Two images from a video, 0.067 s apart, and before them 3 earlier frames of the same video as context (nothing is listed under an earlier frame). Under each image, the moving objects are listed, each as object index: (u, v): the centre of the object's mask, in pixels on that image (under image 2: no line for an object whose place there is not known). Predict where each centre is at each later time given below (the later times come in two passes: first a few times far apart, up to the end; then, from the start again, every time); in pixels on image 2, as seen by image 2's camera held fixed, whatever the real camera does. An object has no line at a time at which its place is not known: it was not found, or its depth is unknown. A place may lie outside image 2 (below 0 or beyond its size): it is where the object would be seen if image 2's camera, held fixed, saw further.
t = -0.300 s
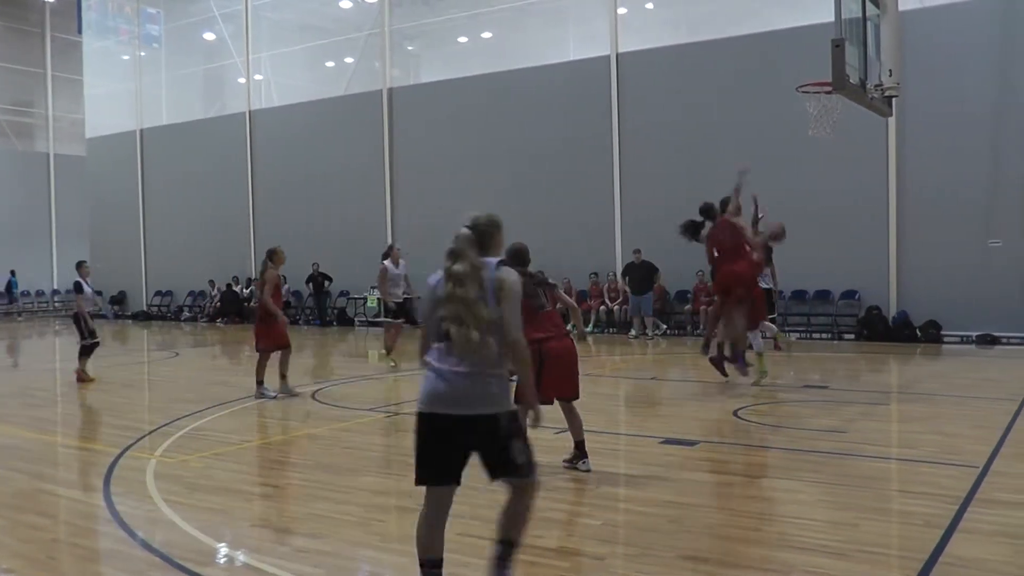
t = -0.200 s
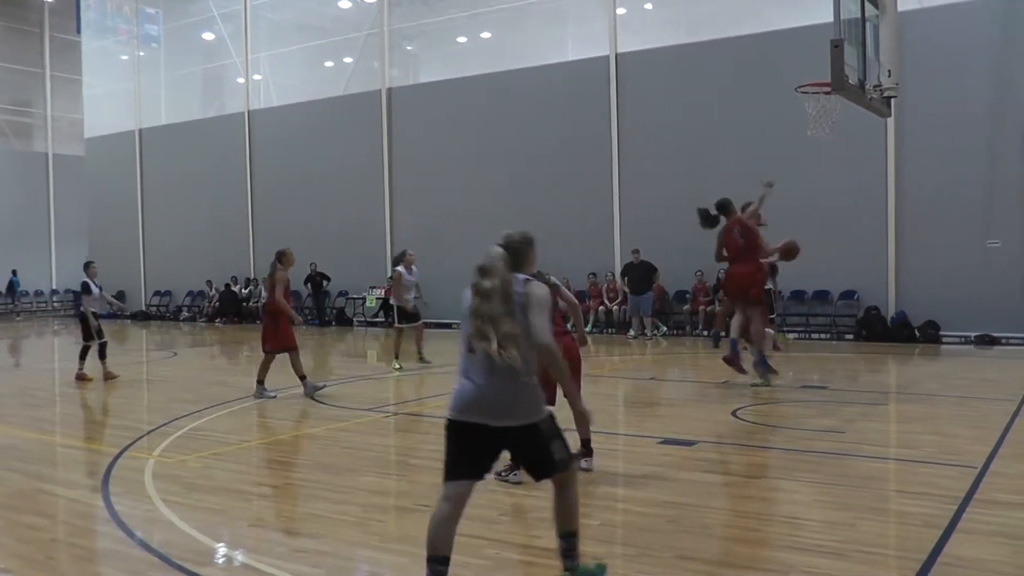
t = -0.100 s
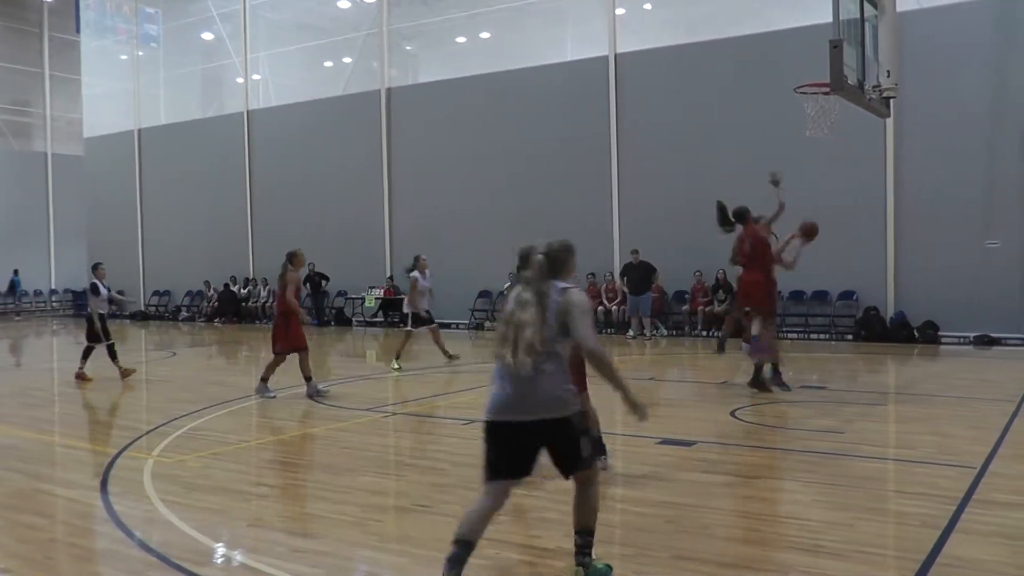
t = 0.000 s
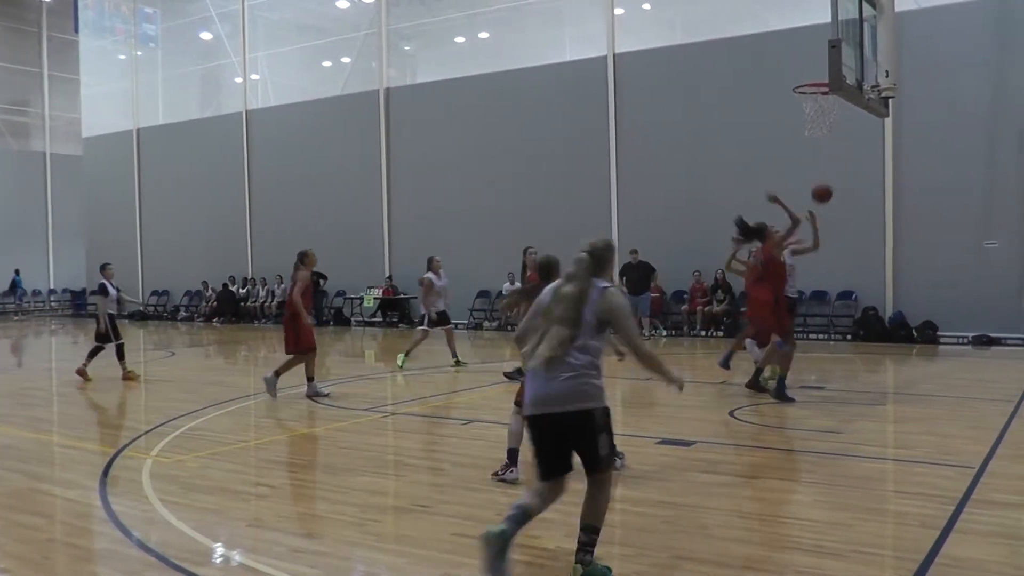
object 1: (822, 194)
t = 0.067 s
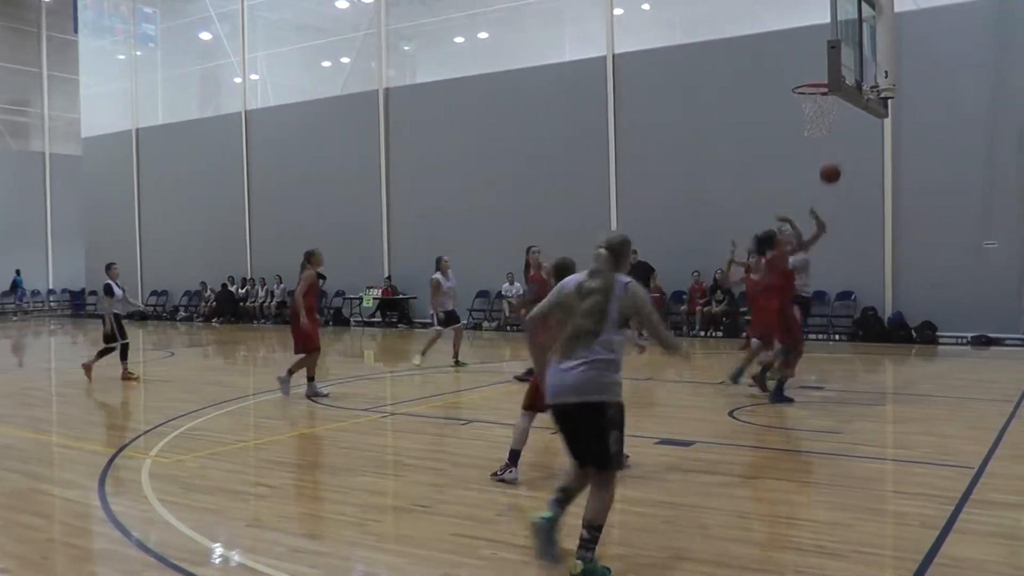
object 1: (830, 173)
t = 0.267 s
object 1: (859, 135)
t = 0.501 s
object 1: (879, 146)
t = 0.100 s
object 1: (835, 165)
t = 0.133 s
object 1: (840, 157)
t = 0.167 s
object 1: (844, 150)
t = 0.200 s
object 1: (849, 144)
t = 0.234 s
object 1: (855, 139)
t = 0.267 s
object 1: (859, 135)
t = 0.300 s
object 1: (865, 132)
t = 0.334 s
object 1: (870, 130)
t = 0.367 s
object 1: (874, 129)
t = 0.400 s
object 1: (876, 132)
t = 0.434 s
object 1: (877, 135)
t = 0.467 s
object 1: (878, 140)
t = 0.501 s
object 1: (879, 146)
